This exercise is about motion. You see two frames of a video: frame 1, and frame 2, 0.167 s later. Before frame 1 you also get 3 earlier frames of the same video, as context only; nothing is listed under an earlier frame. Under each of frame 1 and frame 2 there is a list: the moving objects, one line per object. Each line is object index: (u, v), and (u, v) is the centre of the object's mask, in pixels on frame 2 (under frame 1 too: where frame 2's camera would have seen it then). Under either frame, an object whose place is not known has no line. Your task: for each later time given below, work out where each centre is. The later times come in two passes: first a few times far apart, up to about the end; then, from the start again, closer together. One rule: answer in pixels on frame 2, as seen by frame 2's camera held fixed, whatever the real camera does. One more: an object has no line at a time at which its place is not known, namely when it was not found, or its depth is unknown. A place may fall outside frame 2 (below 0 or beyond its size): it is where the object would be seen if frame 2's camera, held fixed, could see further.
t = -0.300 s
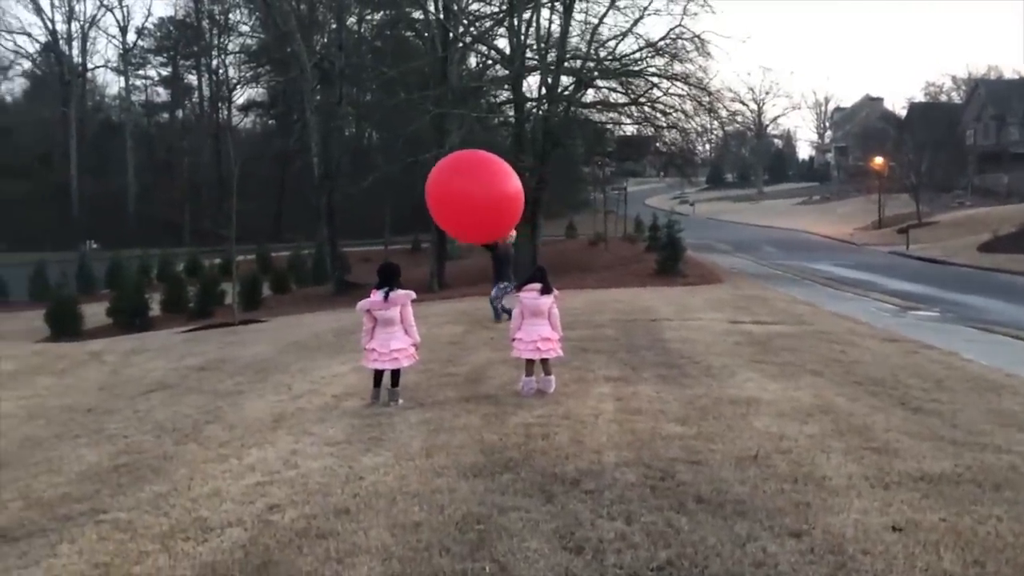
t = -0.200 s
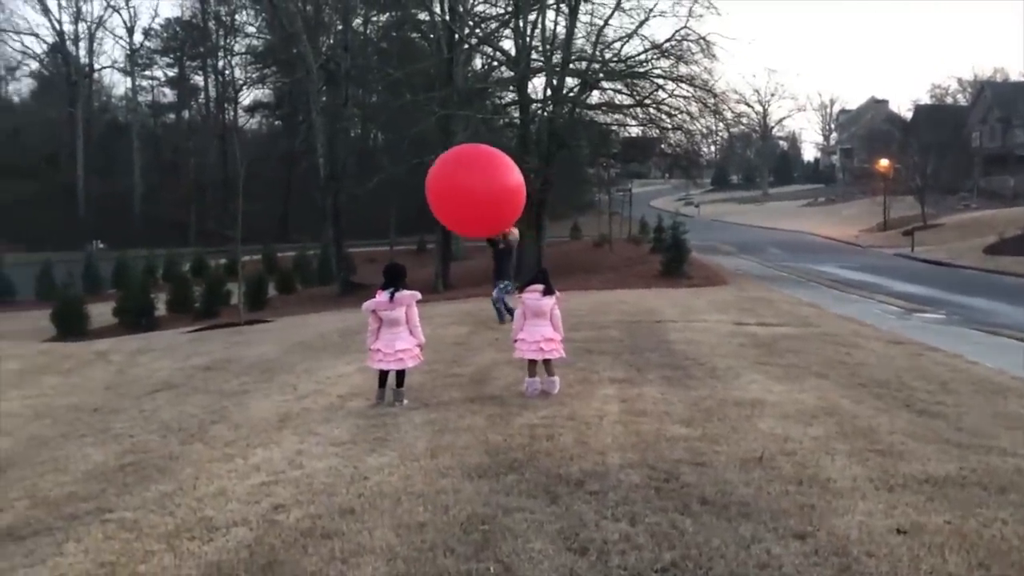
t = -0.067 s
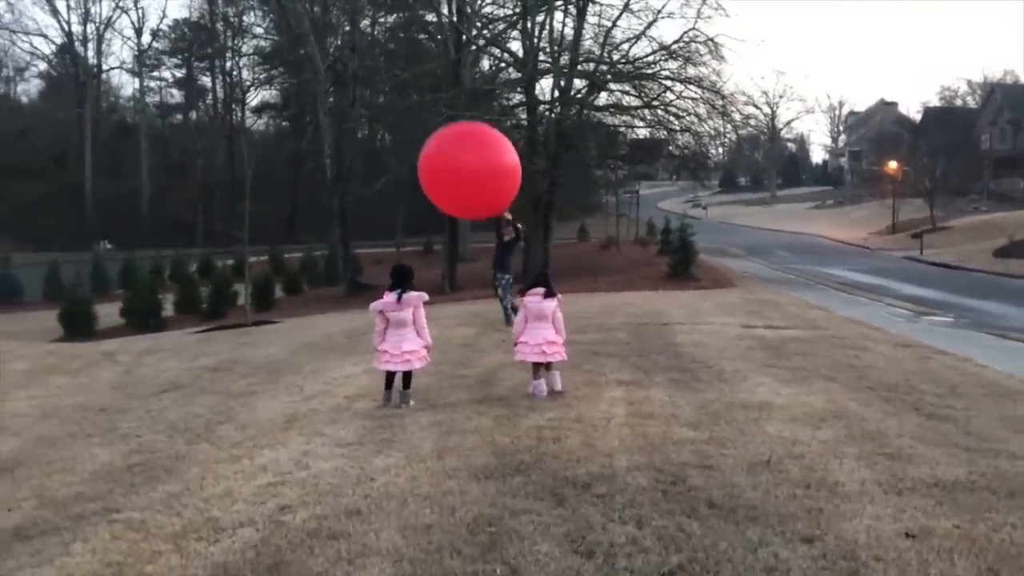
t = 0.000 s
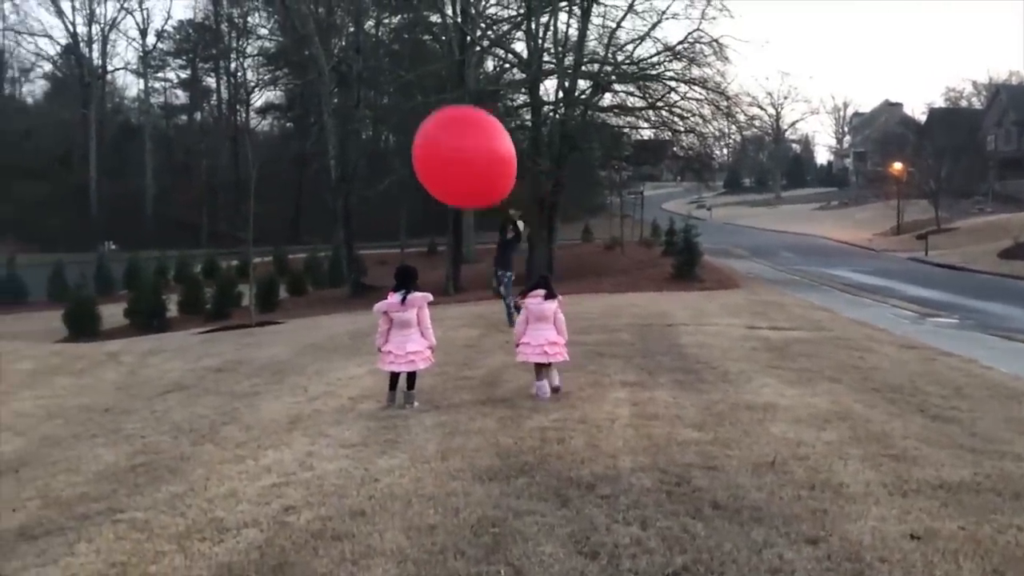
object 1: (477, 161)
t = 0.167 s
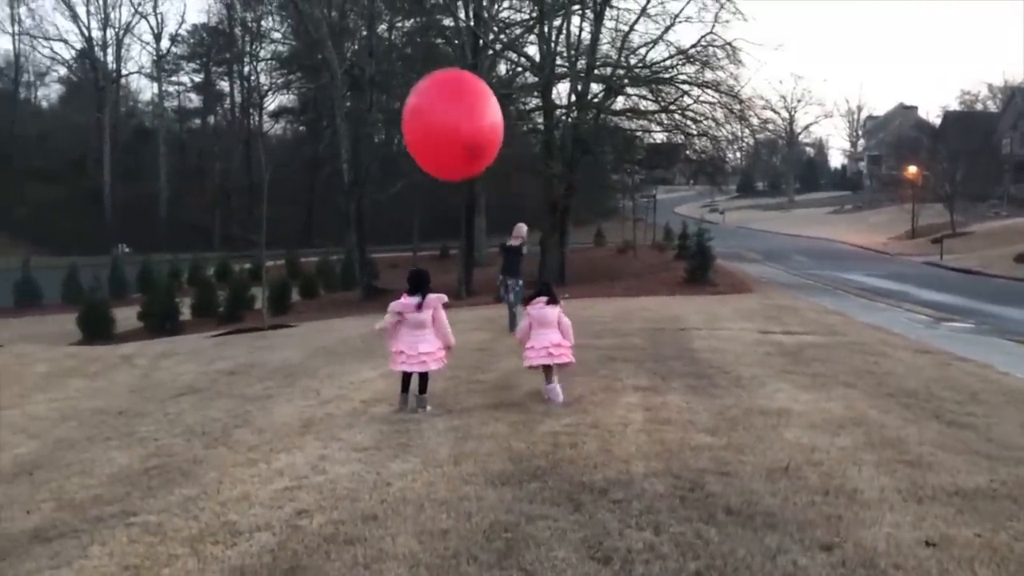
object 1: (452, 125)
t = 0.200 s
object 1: (448, 118)
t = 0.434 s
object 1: (409, 65)
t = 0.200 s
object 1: (448, 118)
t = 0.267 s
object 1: (438, 104)
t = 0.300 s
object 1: (432, 96)
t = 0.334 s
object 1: (427, 89)
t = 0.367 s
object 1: (422, 81)
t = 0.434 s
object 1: (409, 65)
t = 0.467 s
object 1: (402, 57)
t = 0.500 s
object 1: (397, 50)
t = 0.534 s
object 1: (391, 43)
